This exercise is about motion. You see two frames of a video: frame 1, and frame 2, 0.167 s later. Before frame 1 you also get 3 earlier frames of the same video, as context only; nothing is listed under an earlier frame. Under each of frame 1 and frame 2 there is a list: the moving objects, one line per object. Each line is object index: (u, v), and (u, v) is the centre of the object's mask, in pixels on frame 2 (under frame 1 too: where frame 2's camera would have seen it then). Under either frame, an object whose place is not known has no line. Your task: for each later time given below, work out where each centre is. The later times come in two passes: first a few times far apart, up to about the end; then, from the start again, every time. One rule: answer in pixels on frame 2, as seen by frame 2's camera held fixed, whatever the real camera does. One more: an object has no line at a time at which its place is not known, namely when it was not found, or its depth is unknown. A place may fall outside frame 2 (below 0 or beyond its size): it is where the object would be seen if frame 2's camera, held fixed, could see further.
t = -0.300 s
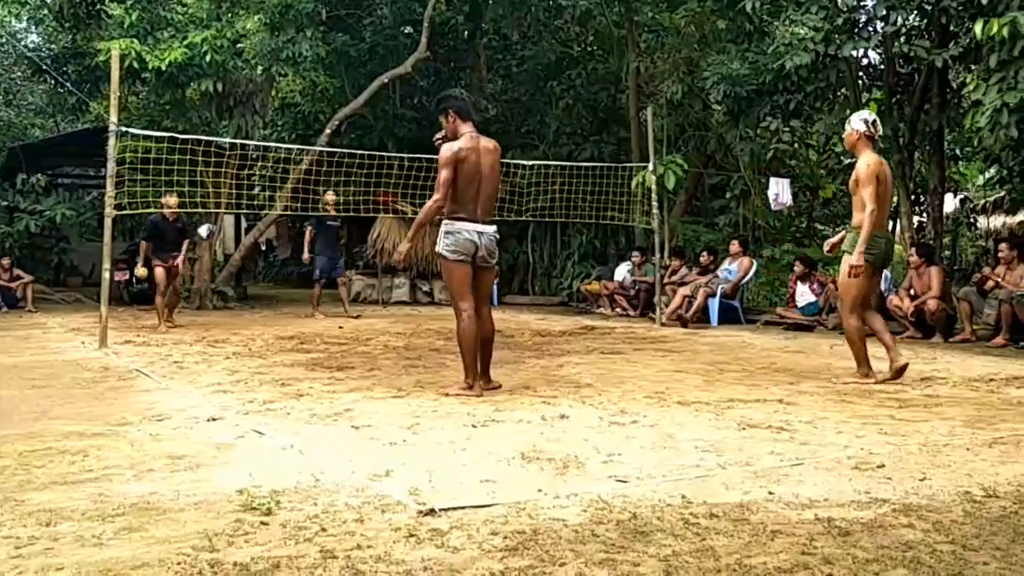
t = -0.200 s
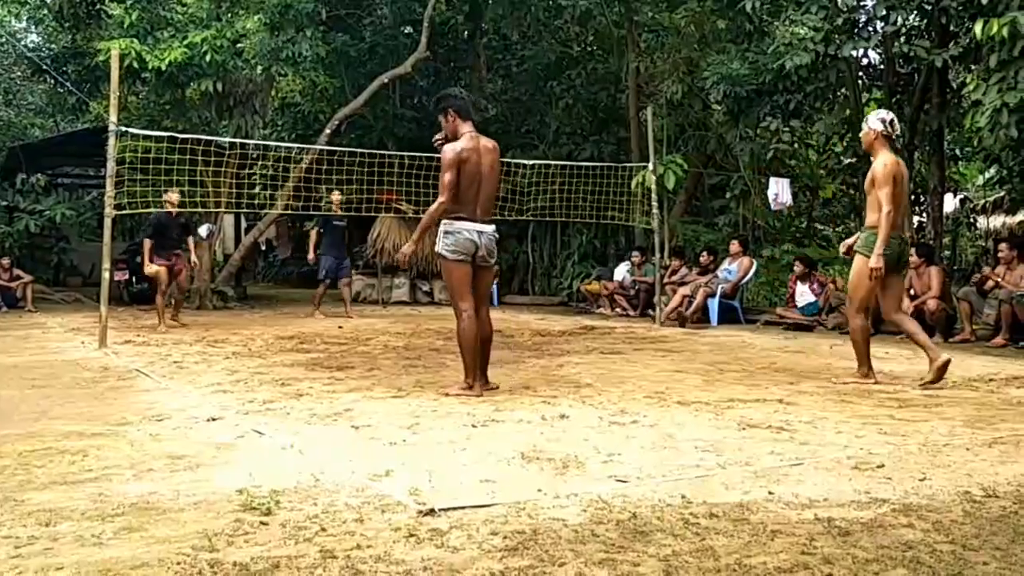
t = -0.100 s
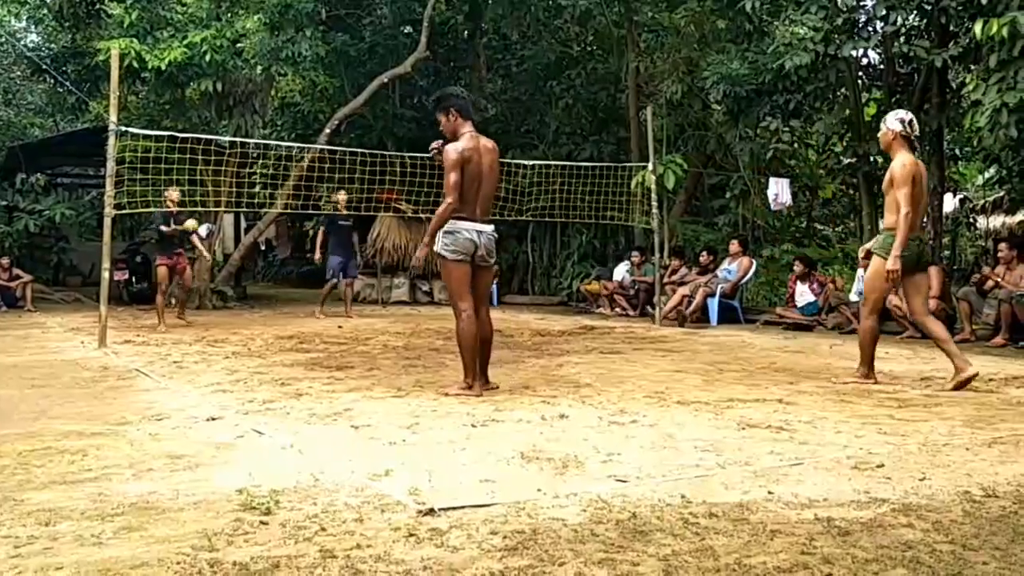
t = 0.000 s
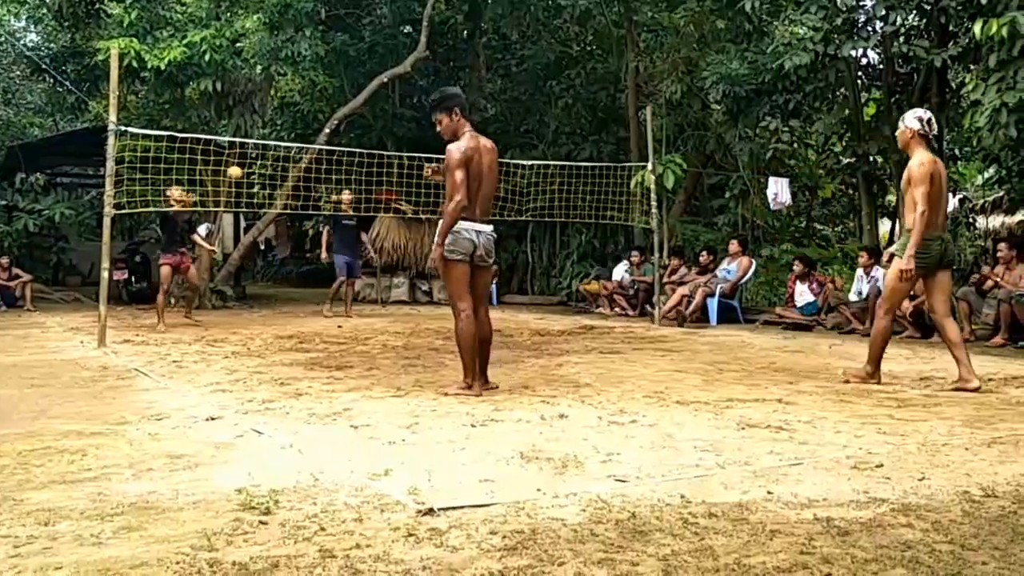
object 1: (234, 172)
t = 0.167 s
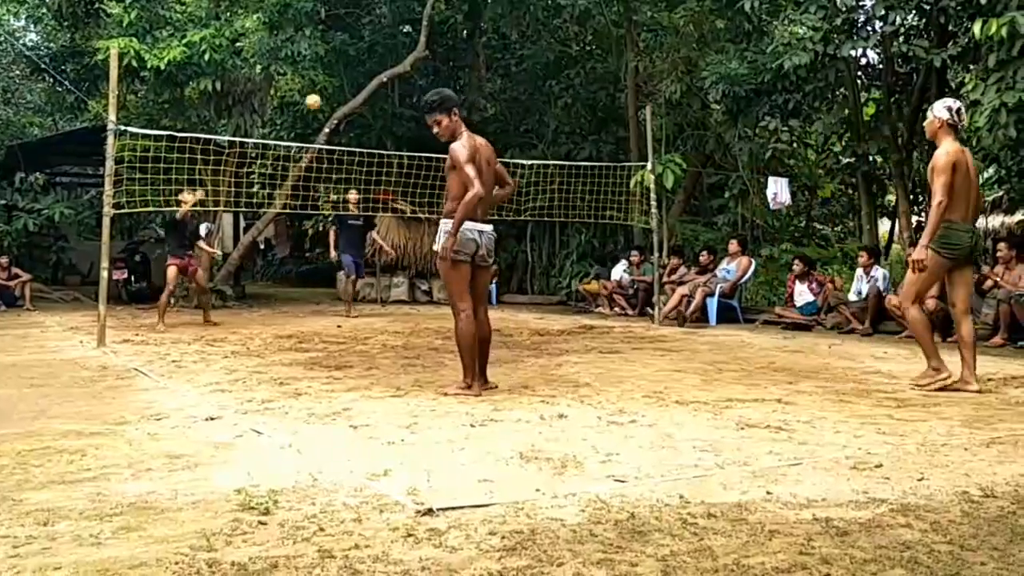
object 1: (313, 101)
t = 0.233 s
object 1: (348, 79)
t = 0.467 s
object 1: (482, 34)
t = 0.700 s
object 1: (645, 55)
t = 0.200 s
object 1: (330, 90)
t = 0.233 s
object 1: (348, 79)
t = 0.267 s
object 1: (366, 69)
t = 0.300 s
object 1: (384, 61)
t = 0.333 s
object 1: (402, 52)
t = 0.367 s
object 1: (422, 45)
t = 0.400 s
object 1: (442, 41)
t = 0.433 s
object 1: (462, 37)
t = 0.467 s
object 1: (482, 34)
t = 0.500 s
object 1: (504, 32)
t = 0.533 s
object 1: (526, 32)
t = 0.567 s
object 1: (549, 34)
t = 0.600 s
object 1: (572, 36)
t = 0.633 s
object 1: (595, 41)
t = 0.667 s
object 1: (620, 47)
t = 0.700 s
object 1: (645, 55)
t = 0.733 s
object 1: (672, 65)
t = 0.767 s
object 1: (698, 77)
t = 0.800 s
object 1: (725, 91)
